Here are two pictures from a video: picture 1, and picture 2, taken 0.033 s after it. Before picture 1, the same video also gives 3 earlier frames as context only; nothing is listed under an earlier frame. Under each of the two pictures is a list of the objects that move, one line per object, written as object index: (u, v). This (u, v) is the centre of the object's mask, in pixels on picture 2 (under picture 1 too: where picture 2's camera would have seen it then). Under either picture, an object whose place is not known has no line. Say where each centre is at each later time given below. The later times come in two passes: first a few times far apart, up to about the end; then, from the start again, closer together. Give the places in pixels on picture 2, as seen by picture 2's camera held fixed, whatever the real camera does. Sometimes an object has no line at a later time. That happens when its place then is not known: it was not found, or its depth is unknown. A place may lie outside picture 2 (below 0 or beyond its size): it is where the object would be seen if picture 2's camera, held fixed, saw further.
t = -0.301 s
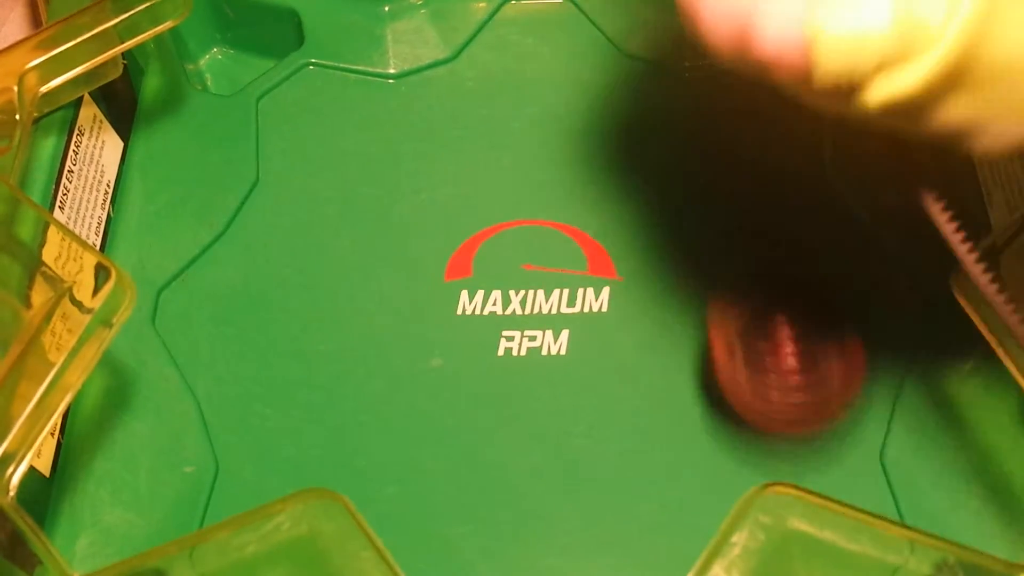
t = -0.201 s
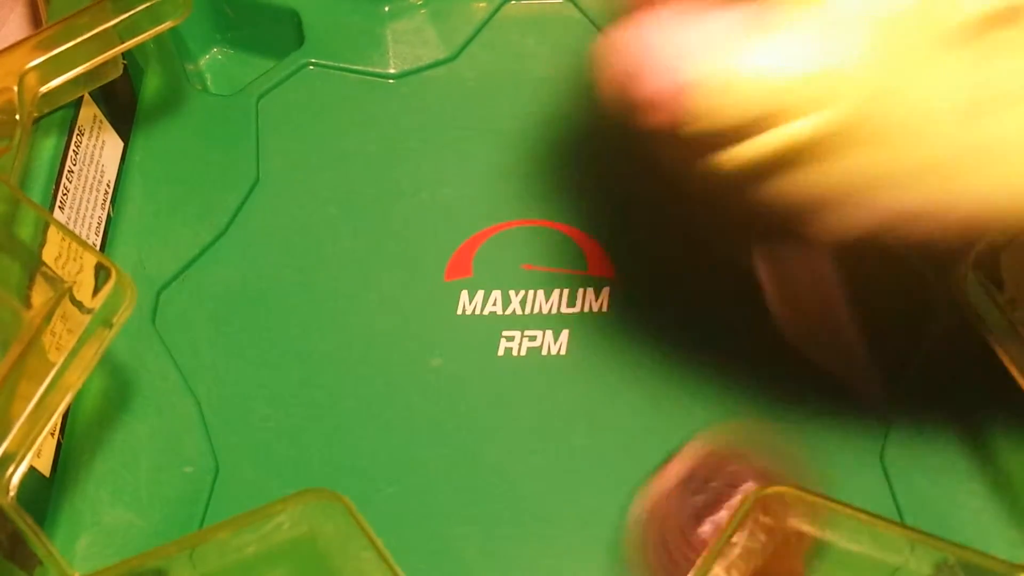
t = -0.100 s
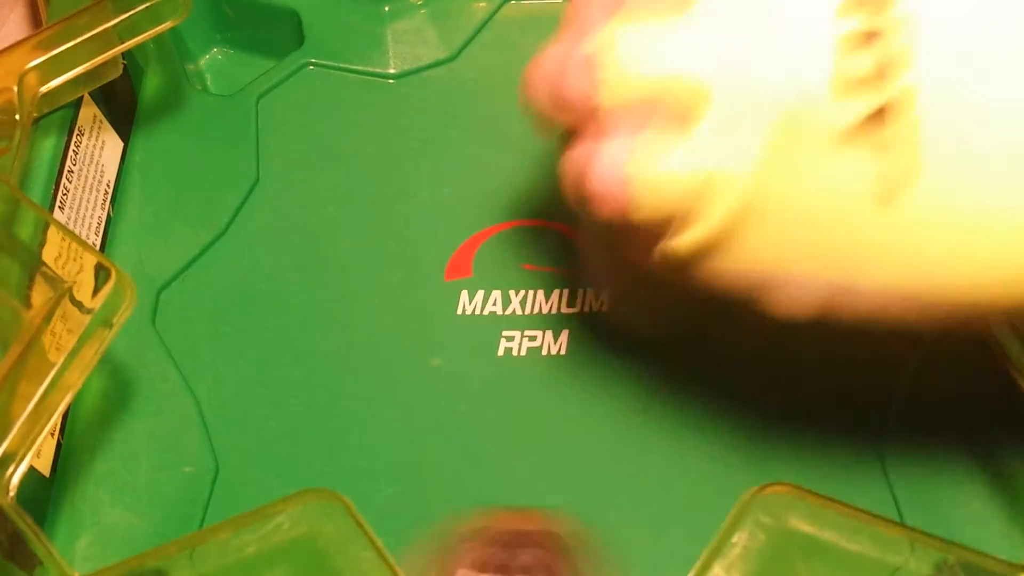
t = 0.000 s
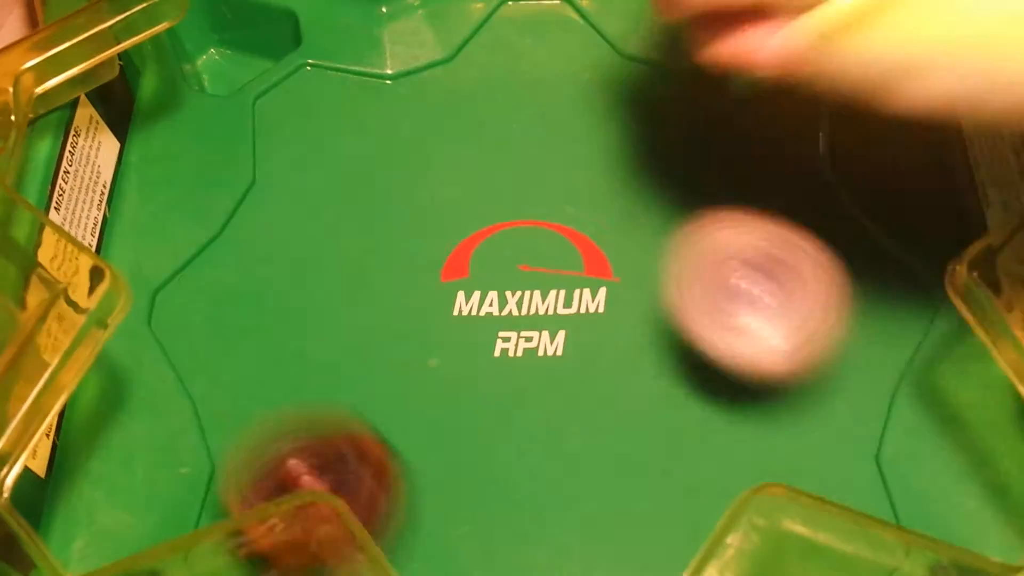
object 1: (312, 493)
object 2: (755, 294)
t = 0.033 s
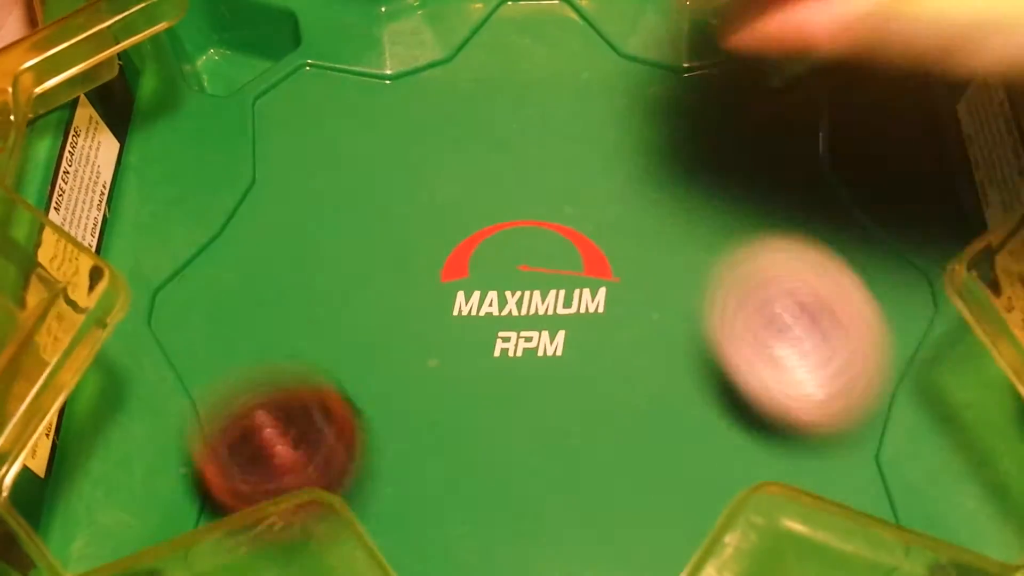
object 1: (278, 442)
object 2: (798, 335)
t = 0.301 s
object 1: (430, 71)
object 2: (751, 285)
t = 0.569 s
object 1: (828, 199)
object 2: (508, 527)
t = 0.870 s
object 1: (442, 531)
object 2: (483, 257)
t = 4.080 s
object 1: (623, 198)
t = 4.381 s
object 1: (675, 111)
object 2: (673, 370)
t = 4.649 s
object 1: (608, 212)
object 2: (493, 423)
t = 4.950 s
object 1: (394, 263)
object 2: (516, 420)
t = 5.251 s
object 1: (257, 220)
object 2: (463, 284)
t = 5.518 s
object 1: (299, 194)
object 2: (511, 255)
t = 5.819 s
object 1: (424, 340)
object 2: (663, 171)
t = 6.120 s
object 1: (488, 492)
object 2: (583, 196)
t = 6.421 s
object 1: (535, 517)
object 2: (730, 420)
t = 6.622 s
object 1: (581, 483)
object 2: (741, 335)
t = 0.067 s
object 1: (255, 397)
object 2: (842, 359)
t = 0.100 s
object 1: (246, 341)
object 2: (890, 353)
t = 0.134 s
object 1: (252, 290)
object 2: (923, 359)
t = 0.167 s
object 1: (269, 238)
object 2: (925, 334)
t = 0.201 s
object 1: (295, 187)
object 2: (887, 310)
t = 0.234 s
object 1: (329, 148)
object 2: (839, 308)
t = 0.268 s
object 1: (377, 105)
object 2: (793, 296)
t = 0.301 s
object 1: (430, 71)
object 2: (751, 285)
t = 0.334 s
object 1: (488, 51)
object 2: (706, 282)
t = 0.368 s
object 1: (550, 41)
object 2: (659, 290)
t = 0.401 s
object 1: (613, 35)
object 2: (613, 311)
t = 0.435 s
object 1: (670, 40)
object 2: (562, 347)
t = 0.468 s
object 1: (731, 60)
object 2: (525, 393)
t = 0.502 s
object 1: (790, 92)
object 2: (502, 445)
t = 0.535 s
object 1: (829, 139)
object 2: (495, 496)
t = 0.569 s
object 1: (828, 199)
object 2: (508, 527)
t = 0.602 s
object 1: (821, 289)
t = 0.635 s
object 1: (810, 363)
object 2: (577, 554)
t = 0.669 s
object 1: (789, 419)
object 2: (557, 519)
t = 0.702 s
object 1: (745, 460)
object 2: (536, 486)
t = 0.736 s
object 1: (675, 504)
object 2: (518, 441)
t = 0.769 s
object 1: (628, 525)
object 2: (505, 384)
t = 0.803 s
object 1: (566, 536)
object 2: (500, 327)
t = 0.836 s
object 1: (494, 538)
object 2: (492, 288)
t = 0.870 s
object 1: (442, 531)
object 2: (483, 257)
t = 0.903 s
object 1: (395, 507)
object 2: (470, 234)
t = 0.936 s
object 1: (320, 491)
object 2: (457, 227)
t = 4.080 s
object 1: (623, 198)
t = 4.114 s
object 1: (623, 164)
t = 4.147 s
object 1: (625, 144)
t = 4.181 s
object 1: (630, 129)
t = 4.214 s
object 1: (638, 119)
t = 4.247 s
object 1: (645, 112)
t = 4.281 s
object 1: (653, 107)
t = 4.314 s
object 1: (662, 106)
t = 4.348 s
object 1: (670, 107)
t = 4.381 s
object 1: (675, 111)
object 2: (673, 370)
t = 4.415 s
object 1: (677, 118)
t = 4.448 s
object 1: (677, 126)
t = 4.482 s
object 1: (675, 137)
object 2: (607, 371)
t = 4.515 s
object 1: (669, 151)
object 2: (580, 375)
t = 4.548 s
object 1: (658, 166)
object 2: (554, 381)
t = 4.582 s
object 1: (643, 182)
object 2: (530, 392)
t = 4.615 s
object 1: (627, 197)
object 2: (509, 408)
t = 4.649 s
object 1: (608, 212)
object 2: (493, 423)
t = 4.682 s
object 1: (586, 223)
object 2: (484, 437)
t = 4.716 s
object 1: (561, 235)
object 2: (480, 451)
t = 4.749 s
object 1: (537, 244)
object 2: (481, 460)
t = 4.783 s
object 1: (513, 252)
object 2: (486, 465)
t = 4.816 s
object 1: (487, 257)
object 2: (493, 462)
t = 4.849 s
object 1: (462, 261)
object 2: (500, 456)
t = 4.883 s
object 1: (438, 263)
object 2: (506, 446)
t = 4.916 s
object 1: (415, 264)
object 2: (512, 435)
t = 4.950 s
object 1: (394, 263)
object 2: (516, 420)
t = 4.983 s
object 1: (374, 261)
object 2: (517, 401)
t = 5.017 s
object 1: (355, 258)
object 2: (513, 381)
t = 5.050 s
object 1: (340, 254)
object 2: (505, 363)
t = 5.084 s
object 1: (325, 250)
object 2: (494, 337)
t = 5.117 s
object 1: (313, 246)
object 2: (480, 318)
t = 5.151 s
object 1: (303, 242)
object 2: (461, 302)
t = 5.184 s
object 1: (294, 238)
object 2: (444, 291)
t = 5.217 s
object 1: (272, 229)
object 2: (452, 287)
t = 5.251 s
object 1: (257, 220)
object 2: (463, 284)
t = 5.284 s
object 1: (248, 212)
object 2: (472, 281)
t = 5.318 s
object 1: (245, 204)
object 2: (476, 279)
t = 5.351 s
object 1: (245, 198)
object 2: (480, 275)
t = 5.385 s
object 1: (249, 193)
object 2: (484, 272)
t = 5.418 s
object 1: (256, 190)
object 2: (492, 269)
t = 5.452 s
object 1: (267, 188)
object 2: (501, 267)
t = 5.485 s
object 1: (281, 190)
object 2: (505, 263)
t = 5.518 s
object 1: (299, 194)
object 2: (511, 255)
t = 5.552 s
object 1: (318, 202)
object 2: (522, 248)
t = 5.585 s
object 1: (338, 213)
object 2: (533, 241)
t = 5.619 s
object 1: (359, 227)
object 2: (538, 238)
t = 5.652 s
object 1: (379, 242)
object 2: (540, 233)
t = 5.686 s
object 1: (388, 258)
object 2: (558, 229)
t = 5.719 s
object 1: (393, 278)
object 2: (591, 221)
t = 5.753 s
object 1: (402, 298)
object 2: (622, 206)
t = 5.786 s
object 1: (414, 319)
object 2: (647, 188)
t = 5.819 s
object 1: (424, 340)
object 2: (663, 171)
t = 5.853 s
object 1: (433, 360)
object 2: (671, 153)
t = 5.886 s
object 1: (443, 379)
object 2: (671, 140)
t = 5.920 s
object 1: (451, 398)
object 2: (666, 129)
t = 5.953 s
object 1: (458, 416)
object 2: (655, 123)
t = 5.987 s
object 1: (465, 435)
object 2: (640, 125)
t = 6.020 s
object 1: (471, 452)
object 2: (625, 132)
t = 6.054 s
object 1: (477, 468)
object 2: (609, 147)
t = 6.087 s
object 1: (483, 482)
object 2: (594, 169)
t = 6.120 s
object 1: (488, 492)
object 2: (583, 196)
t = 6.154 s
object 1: (494, 499)
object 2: (576, 226)
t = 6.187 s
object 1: (499, 504)
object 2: (570, 258)
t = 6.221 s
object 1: (504, 508)
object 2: (573, 291)
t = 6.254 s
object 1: (509, 511)
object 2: (582, 321)
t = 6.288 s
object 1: (515, 514)
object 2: (601, 352)
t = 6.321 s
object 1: (519, 515)
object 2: (628, 383)
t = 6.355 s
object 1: (525, 517)
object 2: (660, 405)
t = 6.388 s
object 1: (529, 517)
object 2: (696, 418)
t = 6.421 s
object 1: (535, 517)
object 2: (730, 420)
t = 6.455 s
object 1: (541, 514)
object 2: (756, 412)
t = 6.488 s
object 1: (548, 511)
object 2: (770, 401)
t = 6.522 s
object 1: (555, 506)
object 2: (776, 385)
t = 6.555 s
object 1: (564, 501)
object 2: (773, 368)
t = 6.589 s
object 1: (572, 494)
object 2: (762, 352)
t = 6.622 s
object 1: (581, 483)
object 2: (741, 335)
